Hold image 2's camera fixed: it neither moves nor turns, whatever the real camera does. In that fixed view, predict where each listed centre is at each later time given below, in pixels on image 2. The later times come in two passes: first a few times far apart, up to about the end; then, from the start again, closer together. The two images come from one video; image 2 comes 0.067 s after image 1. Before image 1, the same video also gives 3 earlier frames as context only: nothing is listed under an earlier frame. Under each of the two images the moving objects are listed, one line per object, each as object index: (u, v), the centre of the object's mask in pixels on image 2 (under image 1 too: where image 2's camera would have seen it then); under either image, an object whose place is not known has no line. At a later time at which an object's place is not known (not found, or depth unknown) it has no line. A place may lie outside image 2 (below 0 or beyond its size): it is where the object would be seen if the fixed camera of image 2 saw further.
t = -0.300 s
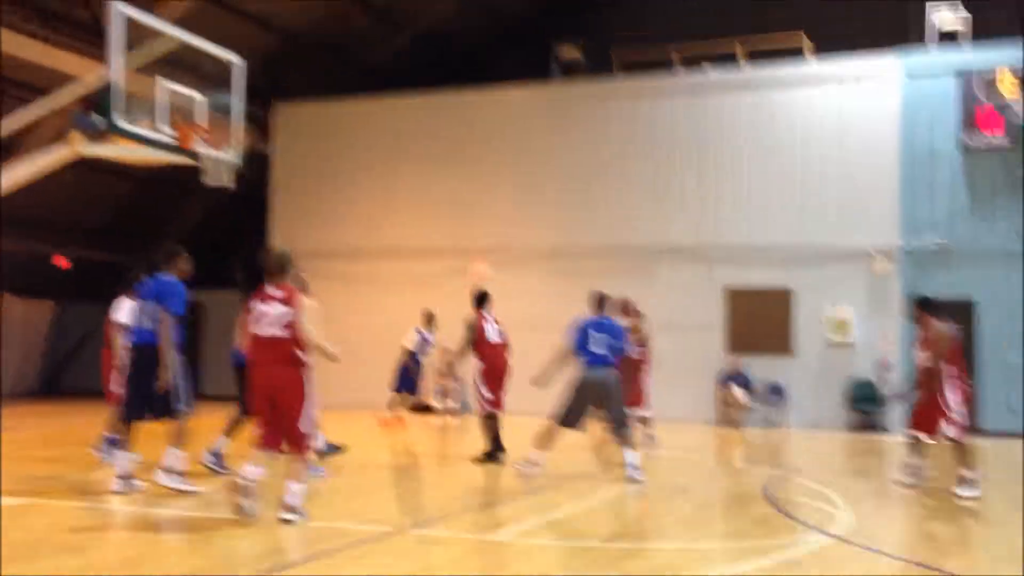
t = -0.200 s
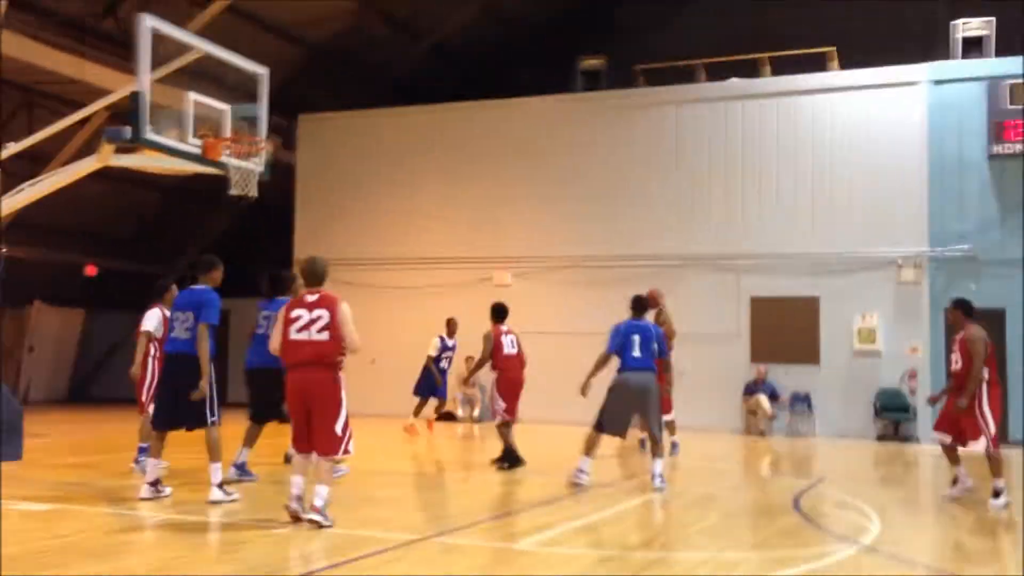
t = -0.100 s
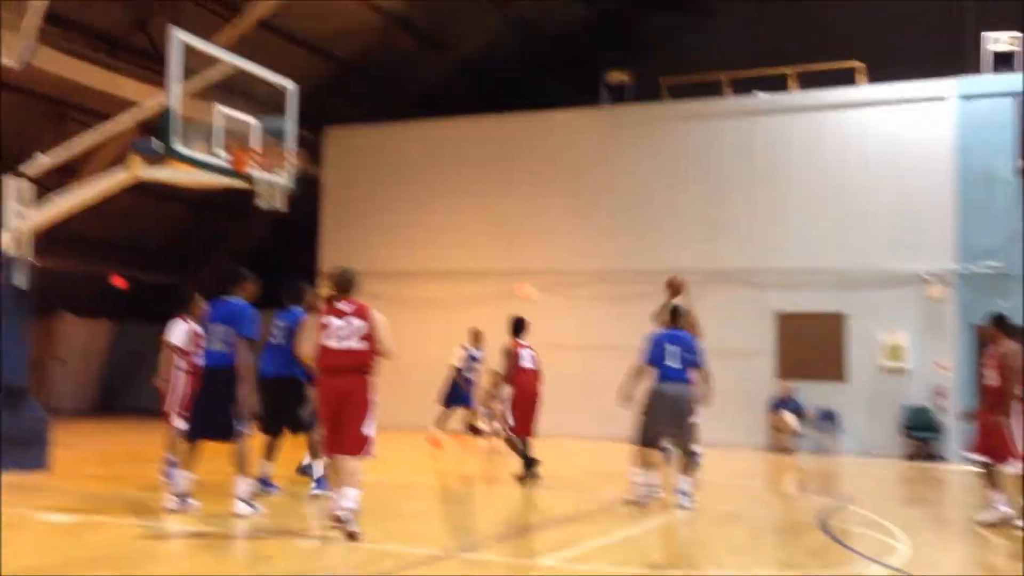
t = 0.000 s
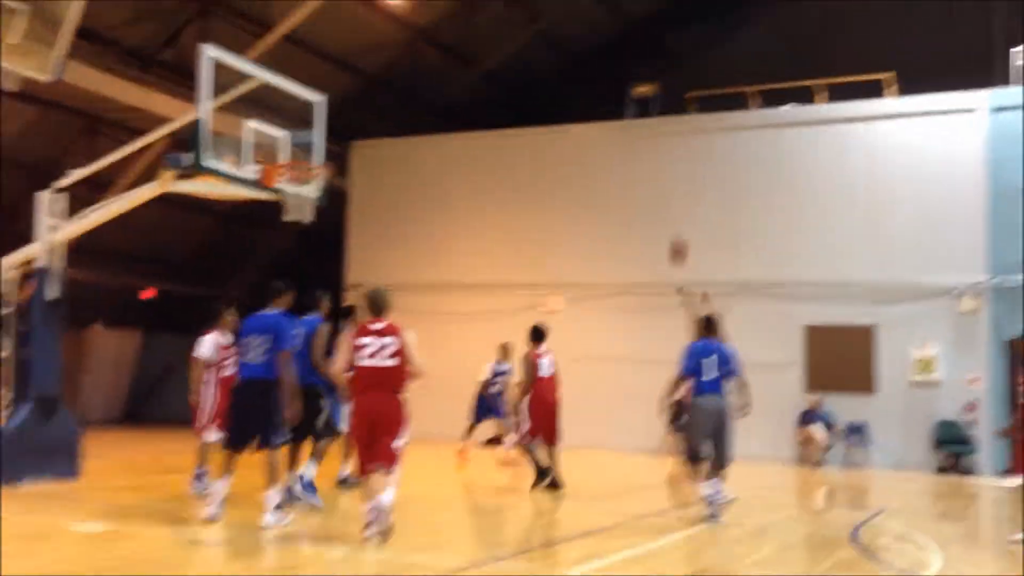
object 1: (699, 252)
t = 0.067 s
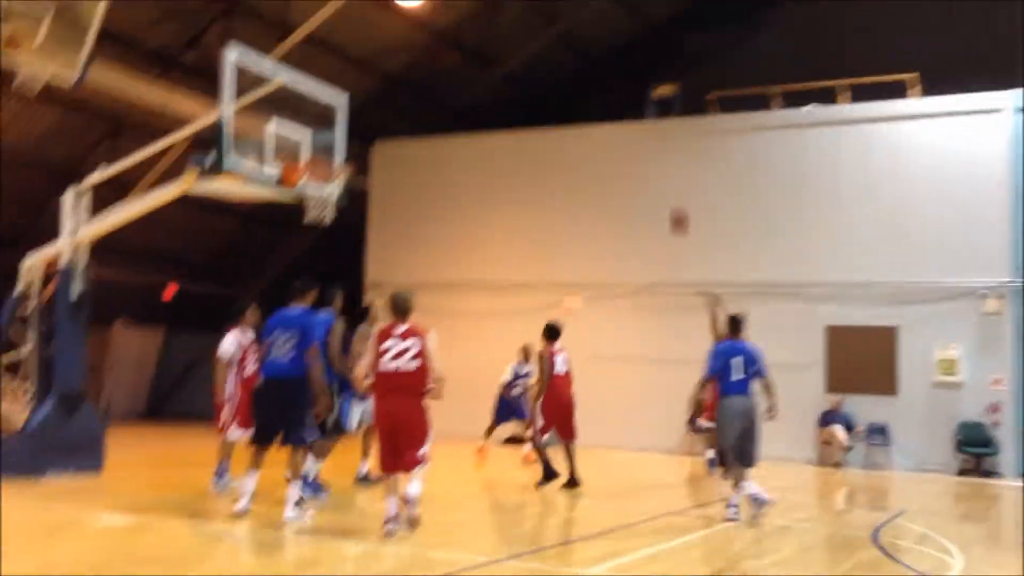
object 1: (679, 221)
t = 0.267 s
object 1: (618, 151)
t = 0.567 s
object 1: (518, 96)
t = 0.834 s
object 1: (411, 113)
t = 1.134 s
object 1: (304, 189)
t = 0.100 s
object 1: (669, 208)
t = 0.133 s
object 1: (659, 195)
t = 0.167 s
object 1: (650, 183)
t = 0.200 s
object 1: (639, 171)
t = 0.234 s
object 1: (629, 161)
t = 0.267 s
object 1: (618, 151)
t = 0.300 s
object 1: (608, 141)
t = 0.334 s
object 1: (597, 130)
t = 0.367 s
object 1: (587, 122)
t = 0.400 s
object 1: (577, 116)
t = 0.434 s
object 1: (565, 112)
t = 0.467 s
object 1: (554, 107)
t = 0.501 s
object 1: (542, 101)
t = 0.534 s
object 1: (530, 98)
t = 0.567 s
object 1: (518, 96)
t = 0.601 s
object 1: (506, 95)
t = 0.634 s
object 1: (493, 94)
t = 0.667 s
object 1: (480, 93)
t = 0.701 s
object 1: (466, 96)
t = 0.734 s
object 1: (451, 98)
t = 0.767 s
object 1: (439, 102)
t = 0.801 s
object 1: (426, 106)
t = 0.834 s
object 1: (411, 113)
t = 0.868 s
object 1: (396, 119)
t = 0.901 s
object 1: (383, 127)
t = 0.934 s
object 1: (367, 134)
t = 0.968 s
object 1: (355, 146)
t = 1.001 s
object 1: (333, 155)
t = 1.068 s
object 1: (308, 184)
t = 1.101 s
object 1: (304, 188)
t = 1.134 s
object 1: (304, 189)
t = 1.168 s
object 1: (302, 203)
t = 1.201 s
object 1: (301, 210)
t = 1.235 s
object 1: (300, 217)
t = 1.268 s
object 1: (298, 225)
